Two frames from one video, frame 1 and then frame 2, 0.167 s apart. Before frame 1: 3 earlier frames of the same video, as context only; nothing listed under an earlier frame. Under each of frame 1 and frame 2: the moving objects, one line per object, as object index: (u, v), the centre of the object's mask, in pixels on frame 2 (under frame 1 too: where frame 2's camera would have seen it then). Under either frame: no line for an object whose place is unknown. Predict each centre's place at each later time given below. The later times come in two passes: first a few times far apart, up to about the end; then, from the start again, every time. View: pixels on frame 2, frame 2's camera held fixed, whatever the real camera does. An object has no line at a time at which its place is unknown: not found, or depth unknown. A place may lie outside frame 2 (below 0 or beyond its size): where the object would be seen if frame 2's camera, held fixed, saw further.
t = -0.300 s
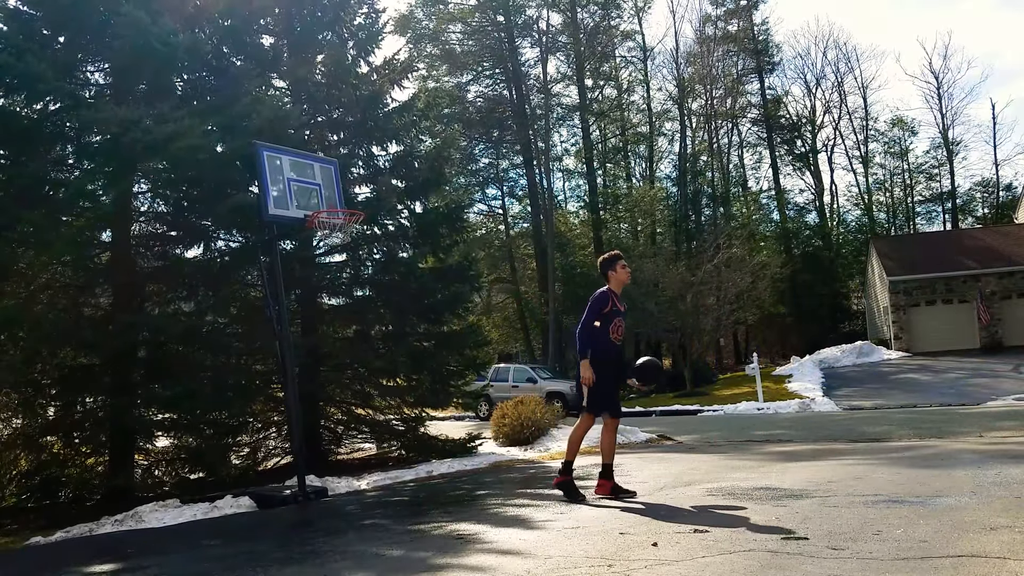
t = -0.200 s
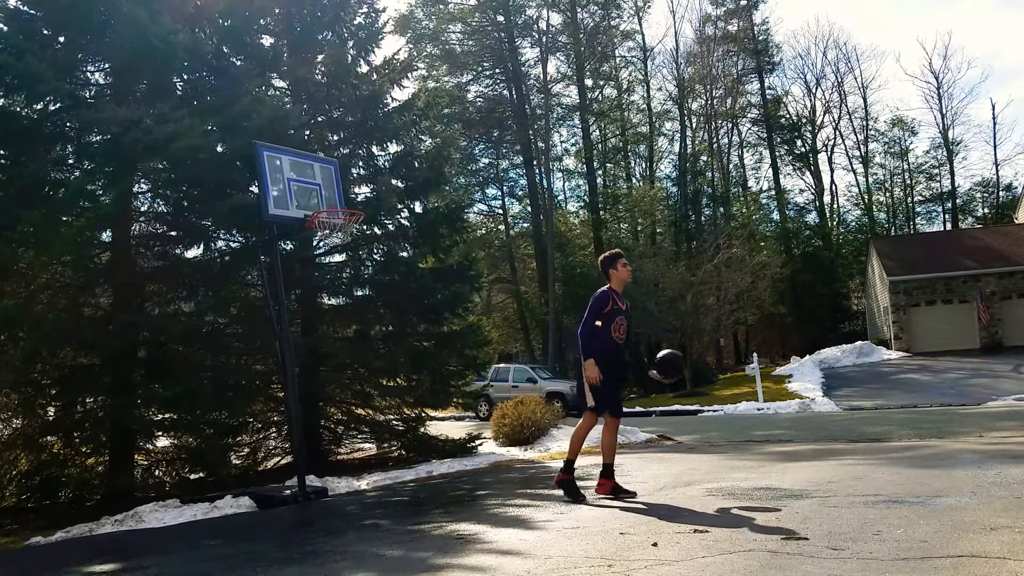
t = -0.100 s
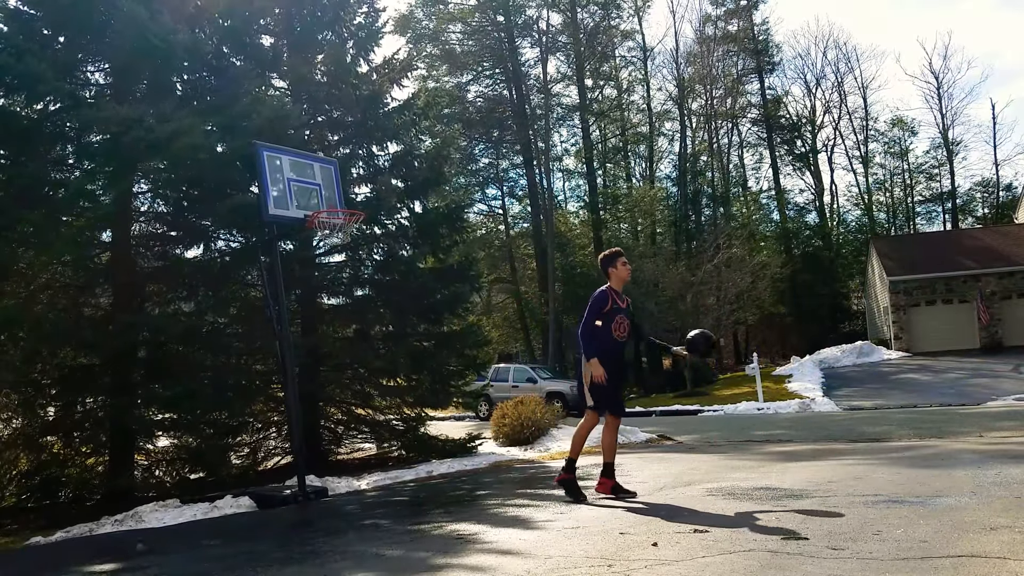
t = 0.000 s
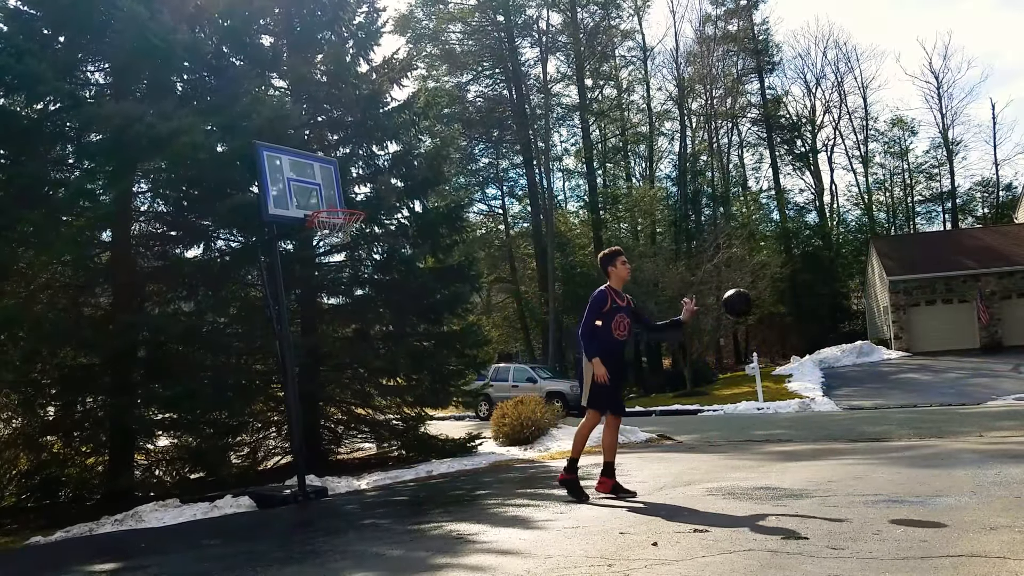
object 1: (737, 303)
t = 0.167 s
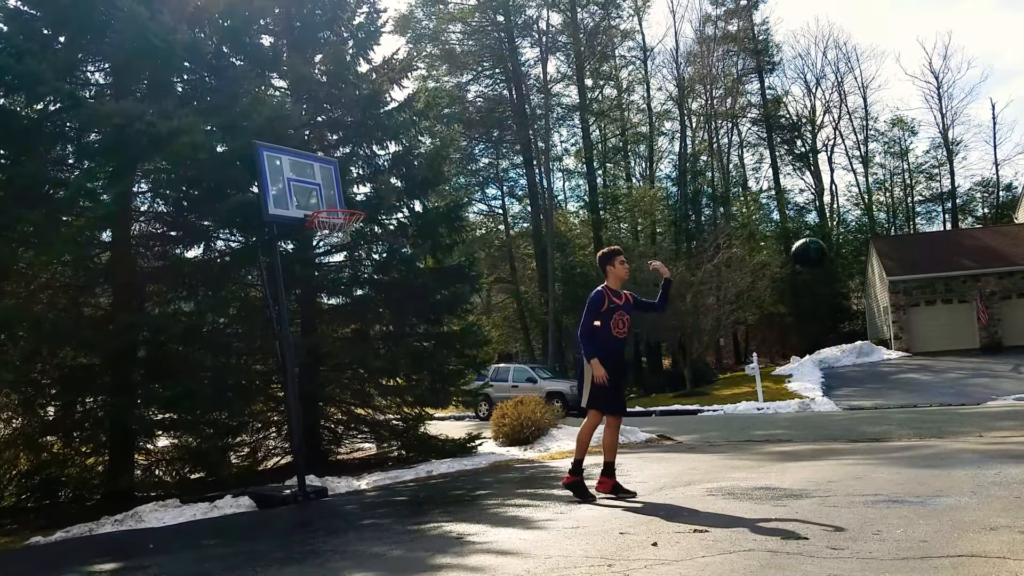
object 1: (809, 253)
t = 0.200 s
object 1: (824, 246)
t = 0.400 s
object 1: (925, 244)
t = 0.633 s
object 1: (1004, 316)
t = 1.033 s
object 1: (859, 403)
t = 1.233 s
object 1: (822, 350)
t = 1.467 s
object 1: (786, 363)
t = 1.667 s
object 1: (763, 438)
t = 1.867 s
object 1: (728, 434)
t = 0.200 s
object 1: (824, 246)
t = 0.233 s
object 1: (842, 244)
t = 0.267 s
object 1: (855, 242)
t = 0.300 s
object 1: (872, 240)
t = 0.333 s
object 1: (890, 239)
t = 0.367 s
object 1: (907, 240)
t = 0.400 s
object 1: (925, 244)
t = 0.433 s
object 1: (943, 249)
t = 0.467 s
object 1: (962, 257)
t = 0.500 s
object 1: (981, 266)
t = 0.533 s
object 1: (1001, 277)
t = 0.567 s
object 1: (1012, 291)
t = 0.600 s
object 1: (1012, 301)
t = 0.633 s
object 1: (1004, 316)
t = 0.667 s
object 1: (988, 333)
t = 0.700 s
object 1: (972, 353)
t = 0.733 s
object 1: (957, 374)
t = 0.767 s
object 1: (942, 397)
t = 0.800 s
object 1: (927, 422)
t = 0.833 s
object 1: (913, 448)
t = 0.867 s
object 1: (898, 475)
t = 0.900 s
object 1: (889, 474)
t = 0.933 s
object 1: (881, 454)
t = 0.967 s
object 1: (873, 435)
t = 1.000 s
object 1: (866, 419)
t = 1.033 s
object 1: (859, 403)
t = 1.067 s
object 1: (852, 391)
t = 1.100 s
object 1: (846, 379)
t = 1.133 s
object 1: (840, 369)
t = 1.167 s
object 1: (833, 361)
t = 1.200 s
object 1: (827, 355)
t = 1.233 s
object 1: (822, 350)
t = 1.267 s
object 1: (816, 347)
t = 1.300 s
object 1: (811, 345)
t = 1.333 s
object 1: (805, 346)
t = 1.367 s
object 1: (800, 347)
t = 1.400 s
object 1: (796, 351)
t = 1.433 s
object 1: (791, 356)
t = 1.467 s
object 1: (786, 363)
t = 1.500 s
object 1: (781, 371)
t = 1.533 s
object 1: (777, 382)
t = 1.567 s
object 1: (773, 393)
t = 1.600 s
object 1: (769, 407)
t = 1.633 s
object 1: (767, 421)
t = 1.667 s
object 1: (763, 438)
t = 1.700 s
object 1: (760, 456)
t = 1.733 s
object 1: (757, 475)
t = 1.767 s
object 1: (751, 473)
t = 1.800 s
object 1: (743, 459)
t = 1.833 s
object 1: (735, 445)
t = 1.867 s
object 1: (728, 434)
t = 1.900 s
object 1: (721, 425)
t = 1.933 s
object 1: (714, 416)
